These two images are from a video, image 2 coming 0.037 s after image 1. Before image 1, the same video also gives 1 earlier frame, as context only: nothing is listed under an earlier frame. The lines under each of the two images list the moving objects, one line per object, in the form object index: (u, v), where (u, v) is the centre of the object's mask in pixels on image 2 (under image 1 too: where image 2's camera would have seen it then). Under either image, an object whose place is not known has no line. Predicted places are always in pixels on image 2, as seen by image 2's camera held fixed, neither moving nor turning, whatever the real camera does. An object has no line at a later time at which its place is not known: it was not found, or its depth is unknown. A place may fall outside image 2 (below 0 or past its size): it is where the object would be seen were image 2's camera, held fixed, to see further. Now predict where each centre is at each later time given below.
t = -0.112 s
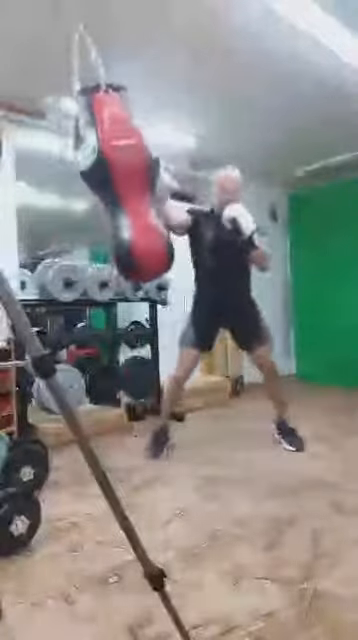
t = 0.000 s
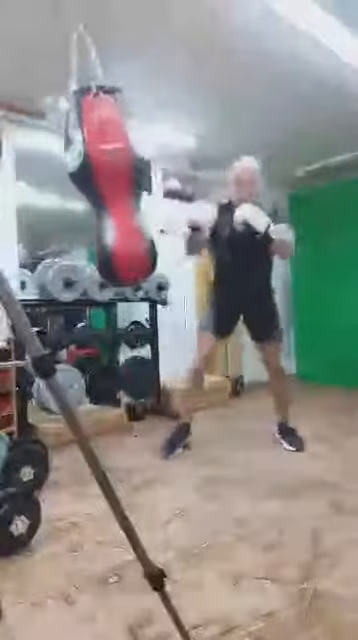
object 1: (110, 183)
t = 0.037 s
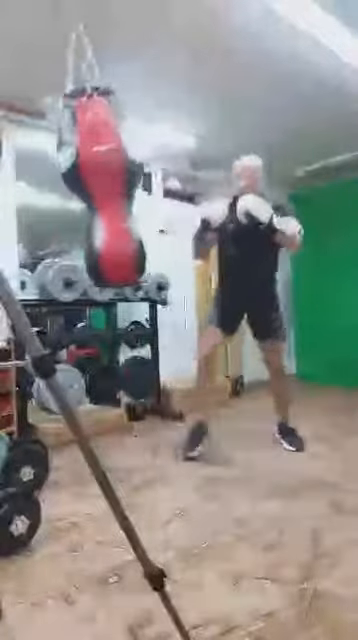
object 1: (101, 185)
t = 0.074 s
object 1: (97, 185)
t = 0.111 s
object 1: (93, 187)
